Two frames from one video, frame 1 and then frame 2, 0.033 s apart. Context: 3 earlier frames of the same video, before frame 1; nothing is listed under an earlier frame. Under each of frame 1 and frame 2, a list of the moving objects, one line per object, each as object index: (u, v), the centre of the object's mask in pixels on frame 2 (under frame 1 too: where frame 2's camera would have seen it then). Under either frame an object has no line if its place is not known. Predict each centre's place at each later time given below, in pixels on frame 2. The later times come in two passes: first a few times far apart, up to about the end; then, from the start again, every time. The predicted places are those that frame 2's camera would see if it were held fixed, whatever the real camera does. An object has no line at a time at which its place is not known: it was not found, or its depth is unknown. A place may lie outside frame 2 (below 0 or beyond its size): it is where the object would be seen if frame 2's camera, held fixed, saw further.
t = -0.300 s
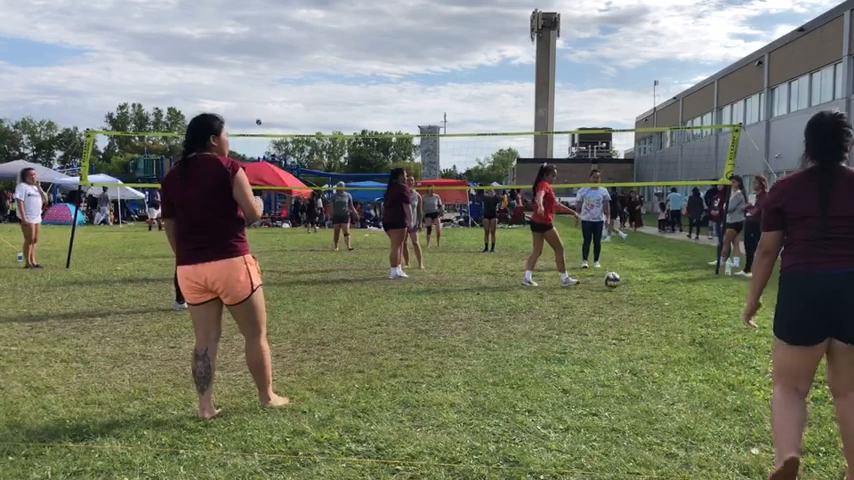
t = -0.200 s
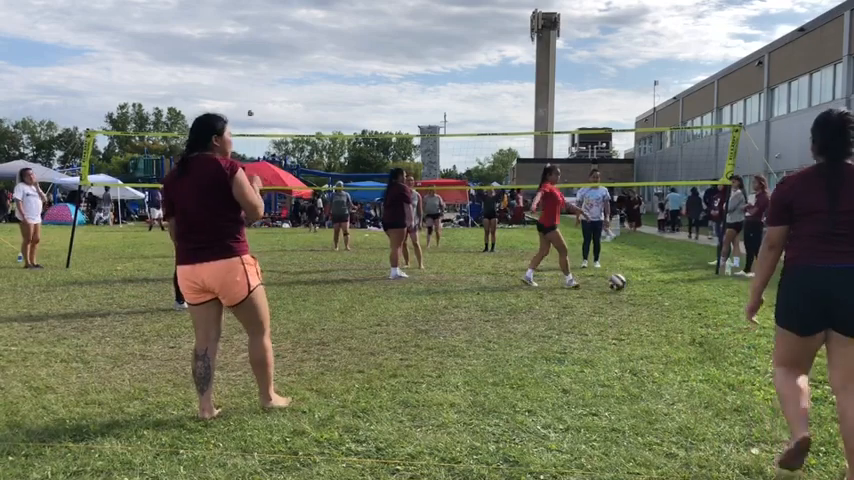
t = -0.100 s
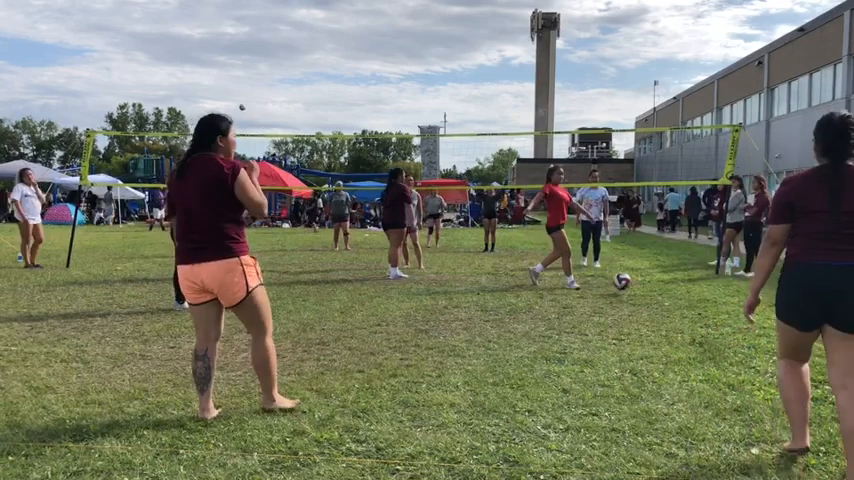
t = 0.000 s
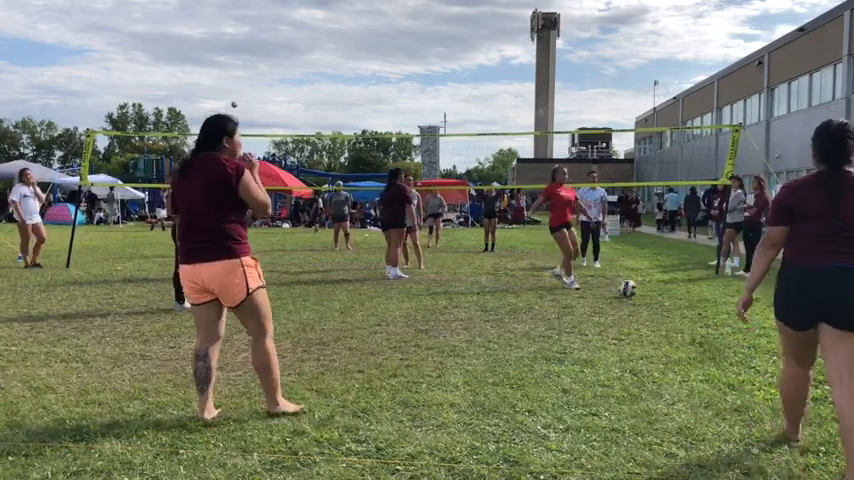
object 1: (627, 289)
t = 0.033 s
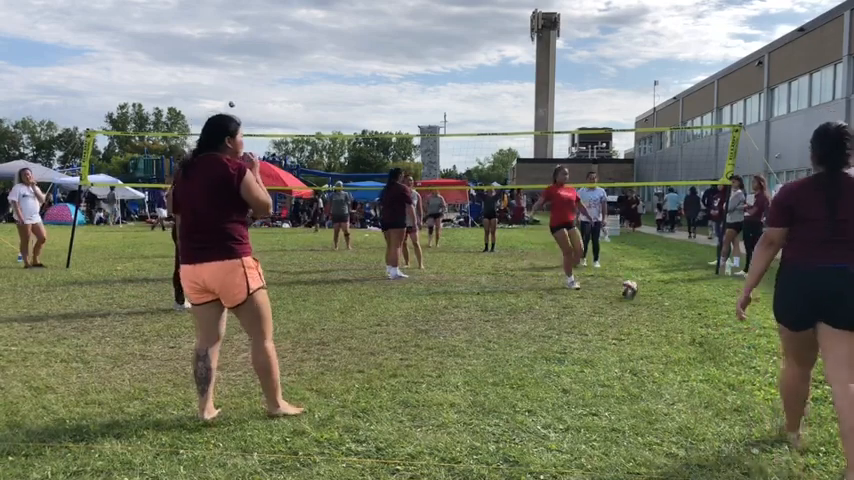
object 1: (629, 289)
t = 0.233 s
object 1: (638, 293)
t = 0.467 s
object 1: (651, 300)
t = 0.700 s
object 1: (660, 306)
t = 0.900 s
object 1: (668, 311)
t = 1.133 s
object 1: (682, 318)
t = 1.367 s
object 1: (699, 326)
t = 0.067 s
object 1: (631, 289)
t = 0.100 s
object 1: (632, 288)
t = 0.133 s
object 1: (634, 289)
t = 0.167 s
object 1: (635, 291)
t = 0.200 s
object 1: (637, 293)
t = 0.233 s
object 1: (638, 293)
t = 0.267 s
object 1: (641, 294)
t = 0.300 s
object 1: (642, 296)
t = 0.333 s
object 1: (645, 298)
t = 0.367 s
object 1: (646, 298)
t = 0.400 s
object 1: (648, 299)
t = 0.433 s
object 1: (649, 299)
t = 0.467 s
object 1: (651, 300)
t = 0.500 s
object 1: (652, 302)
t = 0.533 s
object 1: (654, 302)
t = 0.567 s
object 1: (655, 302)
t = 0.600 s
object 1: (656, 303)
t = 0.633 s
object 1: (658, 303)
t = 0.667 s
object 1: (658, 305)
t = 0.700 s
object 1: (660, 306)
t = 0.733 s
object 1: (661, 306)
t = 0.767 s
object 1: (663, 307)
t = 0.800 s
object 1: (664, 306)
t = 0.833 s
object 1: (666, 307)
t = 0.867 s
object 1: (667, 309)
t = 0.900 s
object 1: (668, 311)
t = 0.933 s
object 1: (670, 312)
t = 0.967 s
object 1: (673, 312)
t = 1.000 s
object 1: (674, 314)
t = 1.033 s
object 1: (676, 315)
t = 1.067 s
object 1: (677, 316)
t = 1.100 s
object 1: (680, 317)
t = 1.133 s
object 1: (682, 318)
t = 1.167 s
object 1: (684, 319)
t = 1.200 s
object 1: (686, 321)
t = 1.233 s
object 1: (689, 323)
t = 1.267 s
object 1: (691, 324)
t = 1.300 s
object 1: (692, 324)
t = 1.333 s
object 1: (696, 325)
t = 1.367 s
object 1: (699, 326)
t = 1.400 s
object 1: (700, 327)
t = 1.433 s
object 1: (703, 328)
